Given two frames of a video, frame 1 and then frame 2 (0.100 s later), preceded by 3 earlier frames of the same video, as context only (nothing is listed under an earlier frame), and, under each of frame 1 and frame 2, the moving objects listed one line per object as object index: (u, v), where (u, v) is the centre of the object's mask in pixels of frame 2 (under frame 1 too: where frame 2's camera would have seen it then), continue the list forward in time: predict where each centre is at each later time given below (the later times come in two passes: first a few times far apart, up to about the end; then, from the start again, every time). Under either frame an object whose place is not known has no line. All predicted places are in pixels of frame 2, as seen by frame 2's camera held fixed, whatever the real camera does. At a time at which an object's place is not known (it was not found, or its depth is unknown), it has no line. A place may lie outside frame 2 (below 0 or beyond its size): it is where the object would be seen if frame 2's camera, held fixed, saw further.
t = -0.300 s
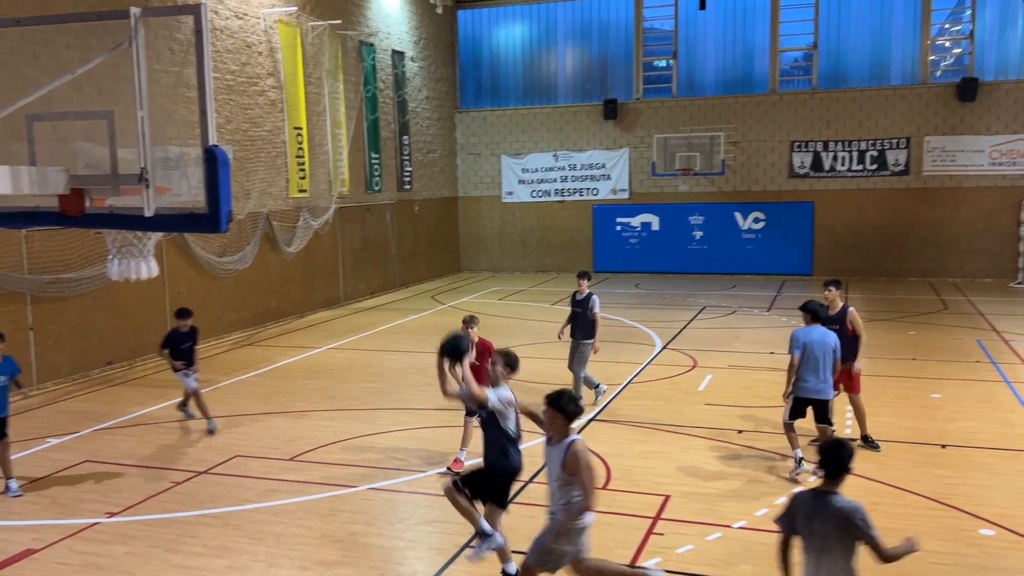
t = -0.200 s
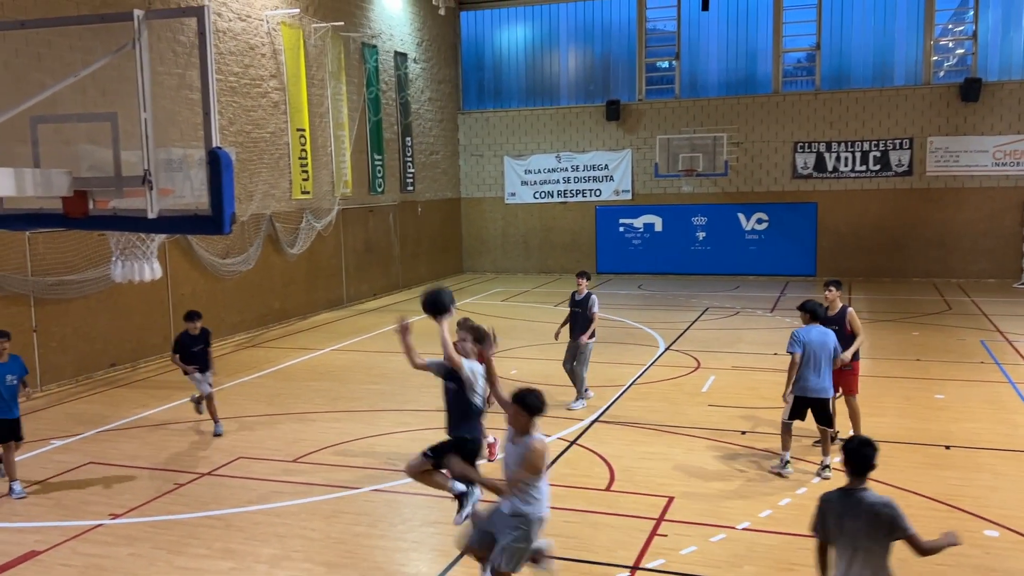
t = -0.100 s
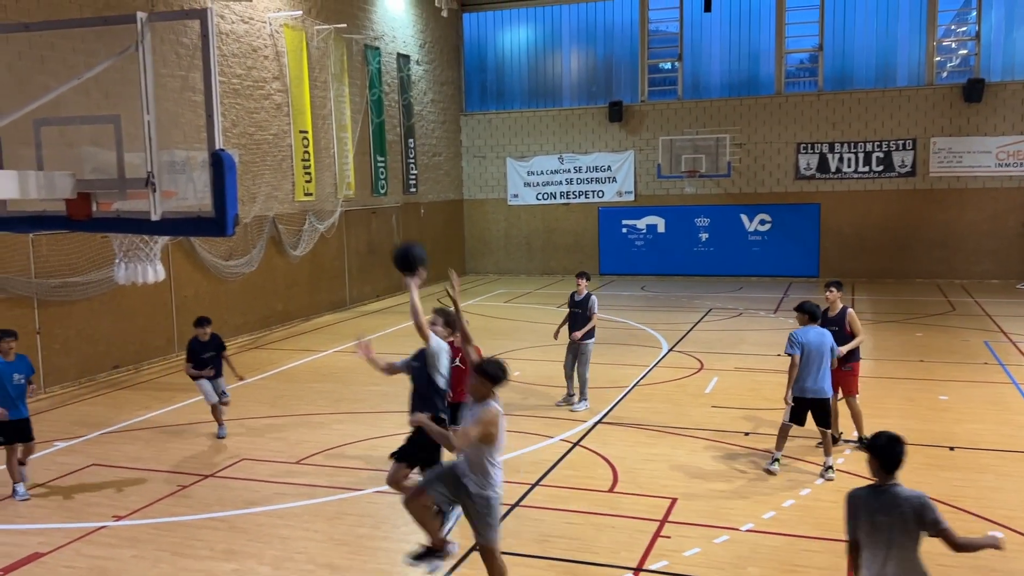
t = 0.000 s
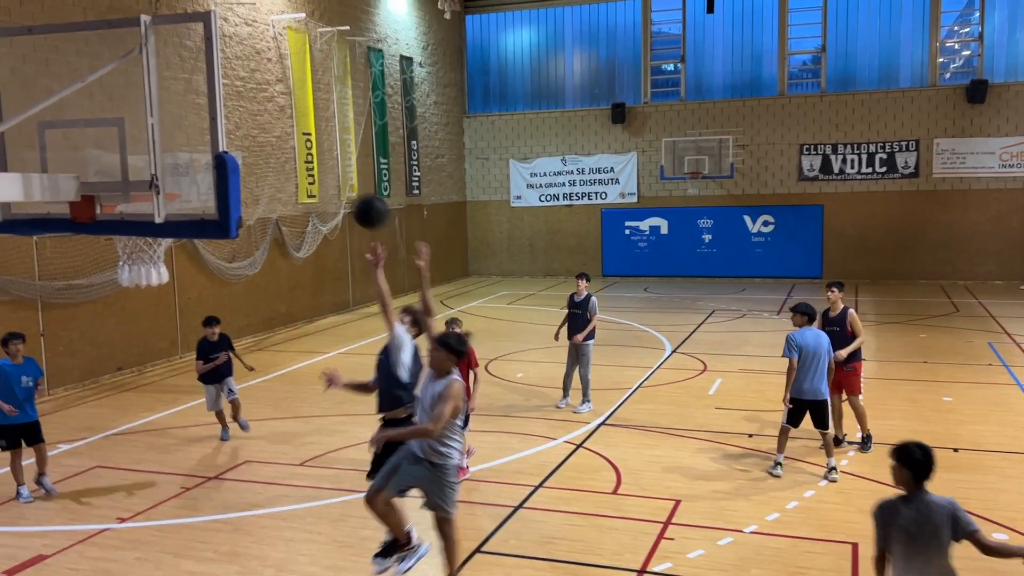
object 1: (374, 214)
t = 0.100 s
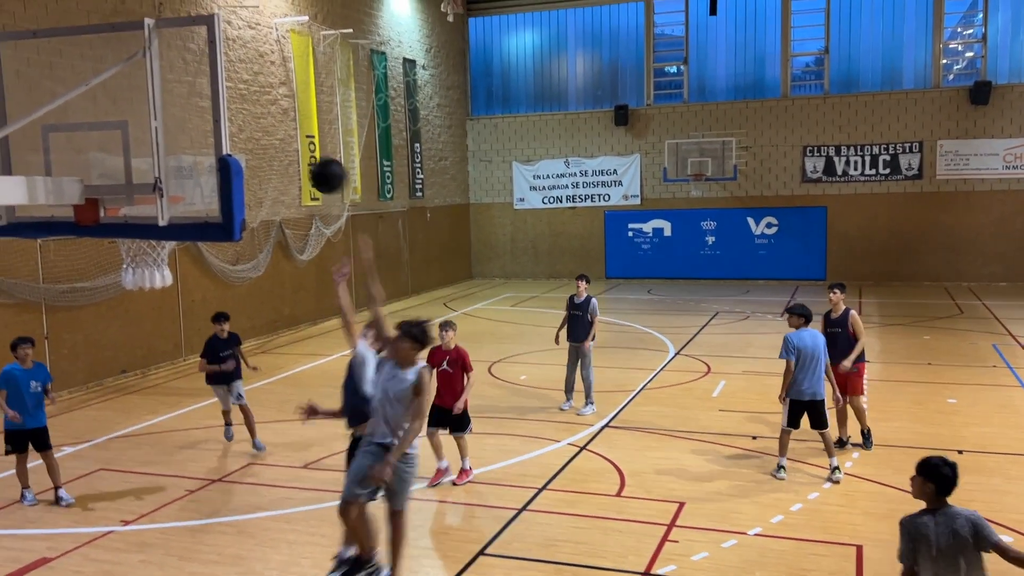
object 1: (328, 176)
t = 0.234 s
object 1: (263, 144)
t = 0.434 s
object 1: (173, 147)
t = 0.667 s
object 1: (81, 144)
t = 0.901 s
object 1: (83, 145)
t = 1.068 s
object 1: (78, 171)
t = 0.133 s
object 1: (312, 165)
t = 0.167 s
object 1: (295, 157)
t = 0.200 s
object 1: (279, 149)
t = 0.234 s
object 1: (263, 144)
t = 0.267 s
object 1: (247, 140)
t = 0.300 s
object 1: (238, 138)
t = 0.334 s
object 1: (204, 138)
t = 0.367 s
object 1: (194, 139)
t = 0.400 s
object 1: (180, 143)
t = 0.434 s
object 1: (173, 147)
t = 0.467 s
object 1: (140, 154)
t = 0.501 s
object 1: (122, 165)
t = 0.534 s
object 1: (103, 172)
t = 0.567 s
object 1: (98, 167)
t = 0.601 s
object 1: (91, 156)
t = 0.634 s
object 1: (85, 148)
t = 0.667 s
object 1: (81, 144)
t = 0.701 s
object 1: (80, 133)
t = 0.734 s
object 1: (80, 132)
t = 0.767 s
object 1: (80, 132)
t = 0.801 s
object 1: (80, 131)
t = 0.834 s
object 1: (81, 131)
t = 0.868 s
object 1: (82, 136)
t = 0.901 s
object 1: (83, 145)
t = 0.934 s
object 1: (84, 149)
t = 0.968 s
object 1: (85, 158)
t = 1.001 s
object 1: (87, 166)
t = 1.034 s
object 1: (88, 173)
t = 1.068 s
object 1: (78, 171)
